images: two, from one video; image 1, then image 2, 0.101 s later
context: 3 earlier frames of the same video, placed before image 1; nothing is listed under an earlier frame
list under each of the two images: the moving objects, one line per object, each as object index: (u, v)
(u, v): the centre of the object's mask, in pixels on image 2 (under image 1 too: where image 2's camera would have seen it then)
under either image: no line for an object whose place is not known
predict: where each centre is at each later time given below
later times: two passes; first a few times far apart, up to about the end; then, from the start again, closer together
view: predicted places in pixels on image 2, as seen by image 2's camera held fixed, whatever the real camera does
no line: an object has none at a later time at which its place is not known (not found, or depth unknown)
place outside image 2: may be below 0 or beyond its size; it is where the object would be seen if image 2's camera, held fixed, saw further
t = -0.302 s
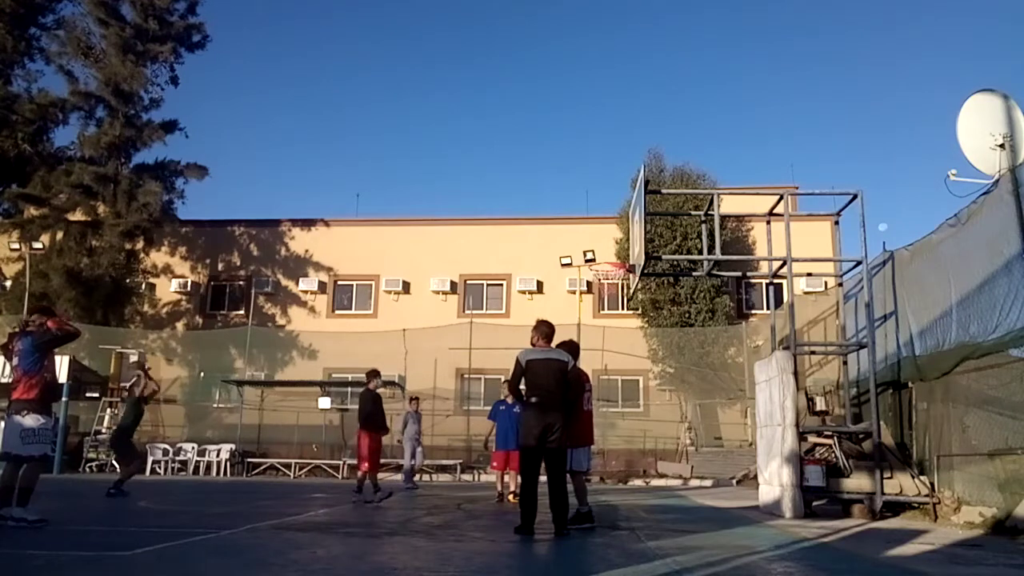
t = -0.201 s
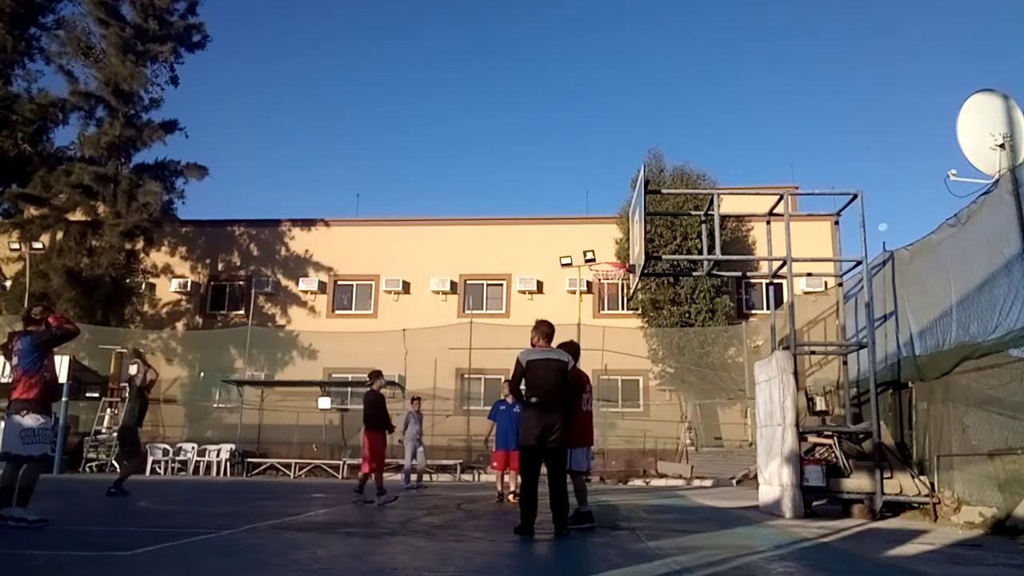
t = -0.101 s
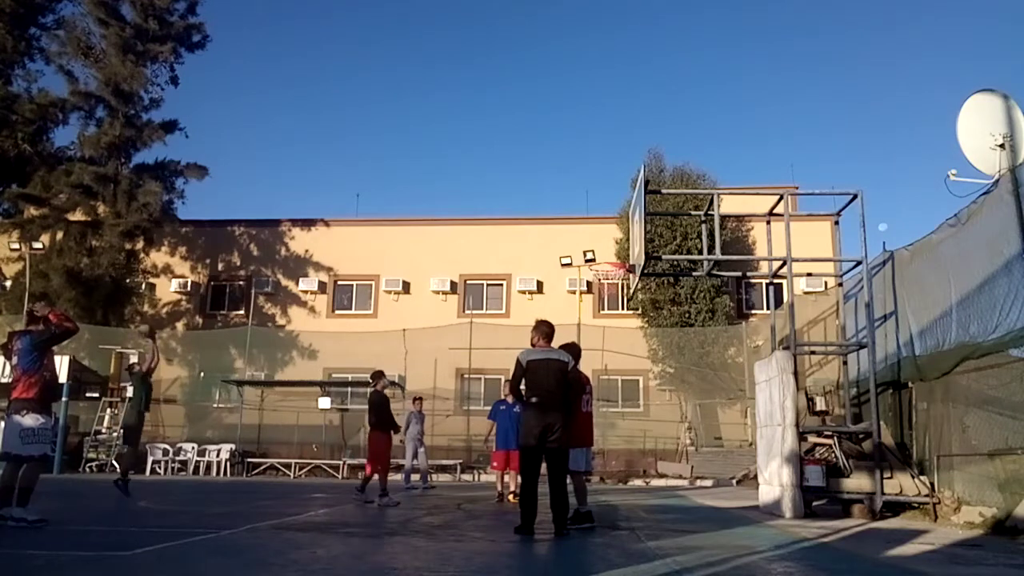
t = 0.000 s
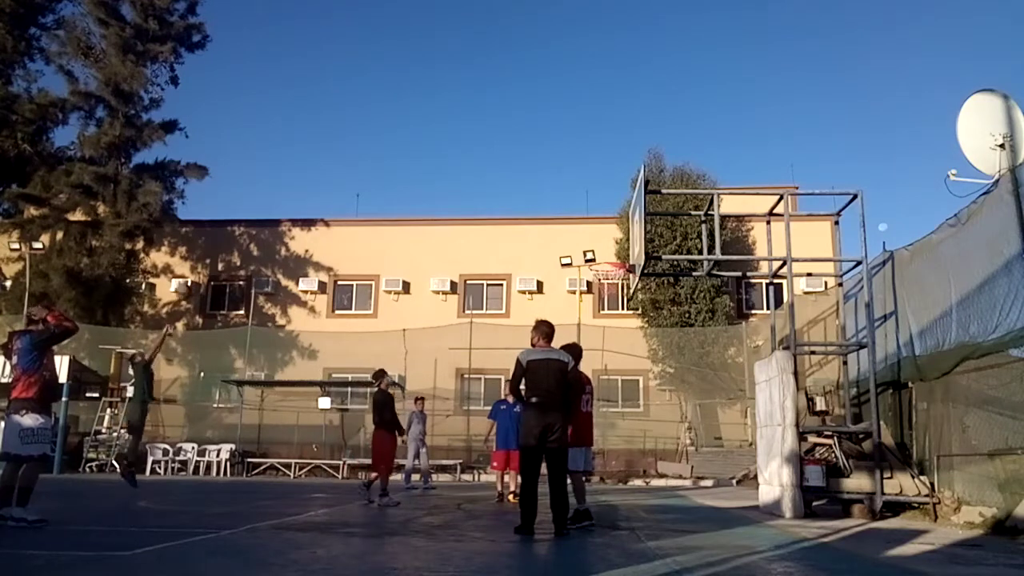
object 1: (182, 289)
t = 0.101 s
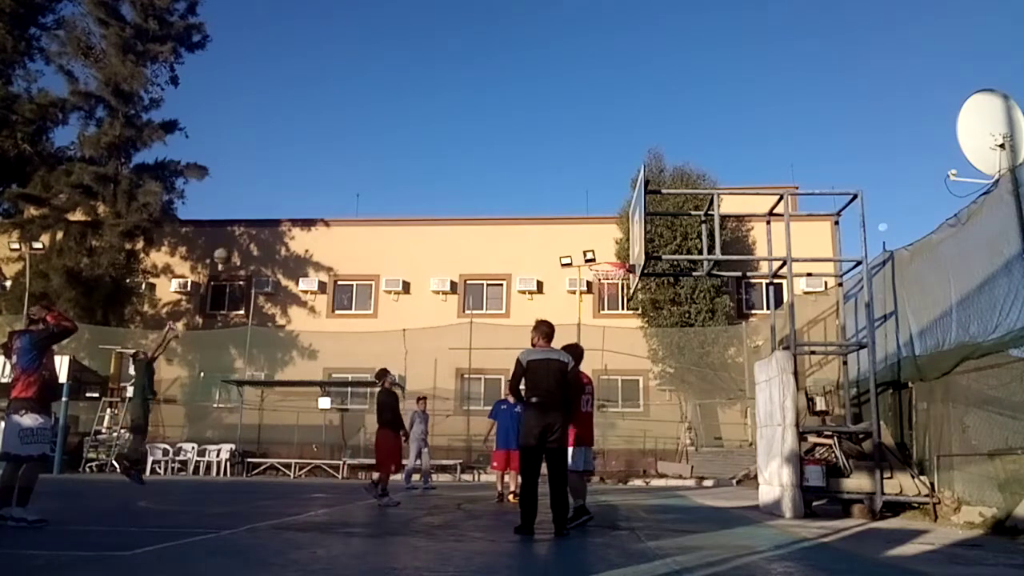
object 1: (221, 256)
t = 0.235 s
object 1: (273, 219)
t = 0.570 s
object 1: (400, 179)
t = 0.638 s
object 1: (425, 179)
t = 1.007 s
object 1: (568, 239)
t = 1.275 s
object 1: (609, 242)
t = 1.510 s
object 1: (592, 230)
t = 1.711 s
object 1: (576, 255)
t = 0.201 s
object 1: (260, 227)
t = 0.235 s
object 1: (273, 219)
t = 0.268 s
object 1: (286, 212)
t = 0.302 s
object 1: (299, 205)
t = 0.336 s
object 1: (312, 199)
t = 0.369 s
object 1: (324, 194)
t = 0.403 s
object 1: (337, 190)
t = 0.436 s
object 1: (350, 186)
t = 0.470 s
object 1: (362, 183)
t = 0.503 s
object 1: (374, 180)
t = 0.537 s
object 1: (387, 179)
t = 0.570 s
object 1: (400, 179)
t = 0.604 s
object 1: (412, 178)
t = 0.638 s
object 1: (425, 179)
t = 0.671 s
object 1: (438, 181)
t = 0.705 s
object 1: (451, 183)
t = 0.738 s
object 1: (463, 186)
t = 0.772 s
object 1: (476, 190)
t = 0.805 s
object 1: (489, 195)
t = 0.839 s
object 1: (502, 200)
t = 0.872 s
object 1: (515, 206)
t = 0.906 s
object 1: (528, 213)
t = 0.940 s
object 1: (542, 221)
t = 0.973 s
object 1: (554, 230)
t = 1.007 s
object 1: (568, 239)
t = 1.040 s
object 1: (582, 250)
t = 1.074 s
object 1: (595, 261)
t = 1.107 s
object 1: (605, 262)
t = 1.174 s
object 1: (615, 256)
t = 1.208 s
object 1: (612, 253)
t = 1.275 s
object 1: (609, 242)
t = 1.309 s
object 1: (606, 238)
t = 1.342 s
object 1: (603, 235)
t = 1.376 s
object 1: (601, 232)
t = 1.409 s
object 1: (599, 230)
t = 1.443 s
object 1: (597, 230)
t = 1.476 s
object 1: (594, 230)
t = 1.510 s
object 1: (592, 230)
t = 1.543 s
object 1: (589, 232)
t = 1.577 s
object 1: (587, 234)
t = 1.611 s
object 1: (584, 238)
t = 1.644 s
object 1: (582, 243)
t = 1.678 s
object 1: (579, 248)
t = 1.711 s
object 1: (576, 255)
